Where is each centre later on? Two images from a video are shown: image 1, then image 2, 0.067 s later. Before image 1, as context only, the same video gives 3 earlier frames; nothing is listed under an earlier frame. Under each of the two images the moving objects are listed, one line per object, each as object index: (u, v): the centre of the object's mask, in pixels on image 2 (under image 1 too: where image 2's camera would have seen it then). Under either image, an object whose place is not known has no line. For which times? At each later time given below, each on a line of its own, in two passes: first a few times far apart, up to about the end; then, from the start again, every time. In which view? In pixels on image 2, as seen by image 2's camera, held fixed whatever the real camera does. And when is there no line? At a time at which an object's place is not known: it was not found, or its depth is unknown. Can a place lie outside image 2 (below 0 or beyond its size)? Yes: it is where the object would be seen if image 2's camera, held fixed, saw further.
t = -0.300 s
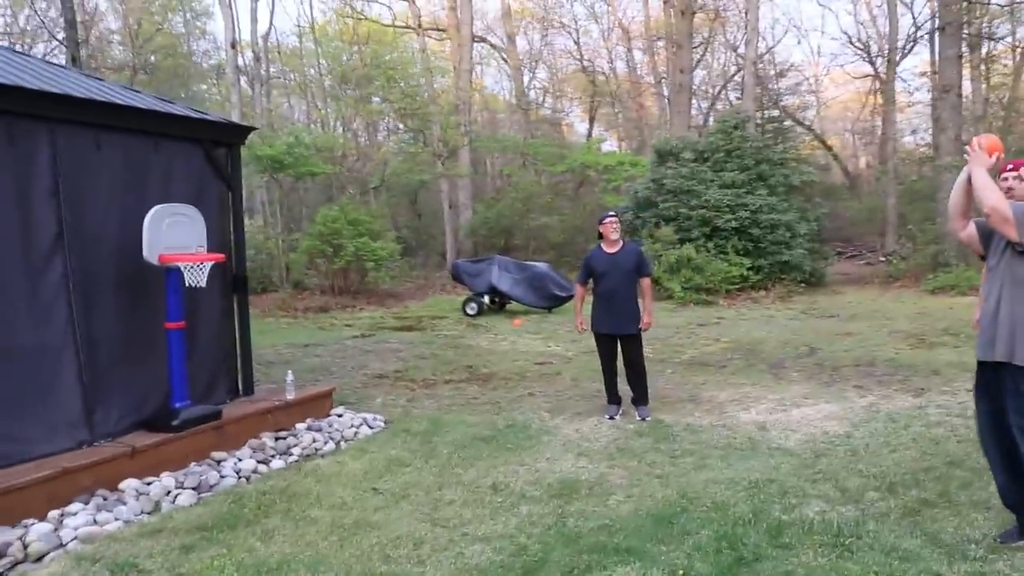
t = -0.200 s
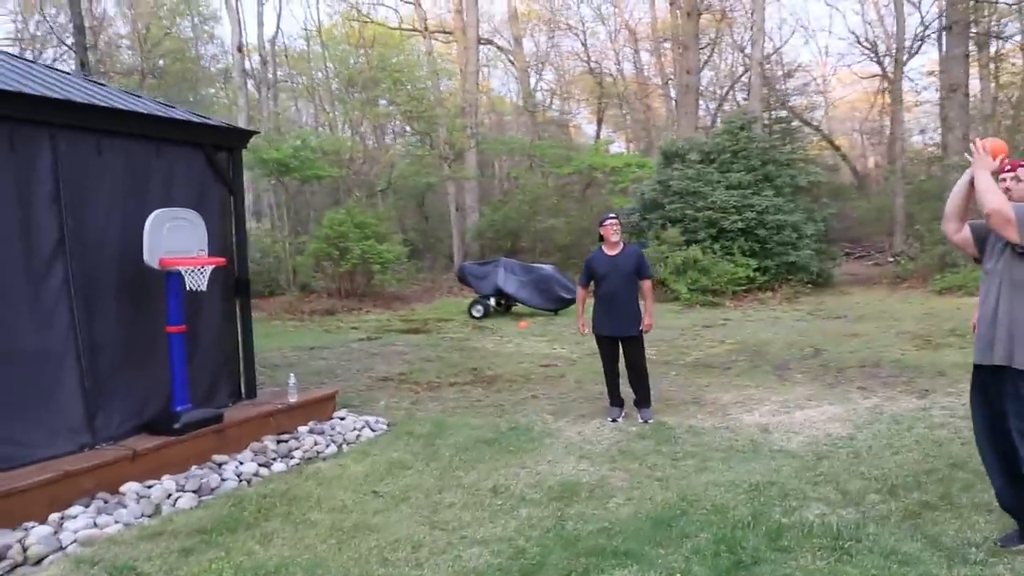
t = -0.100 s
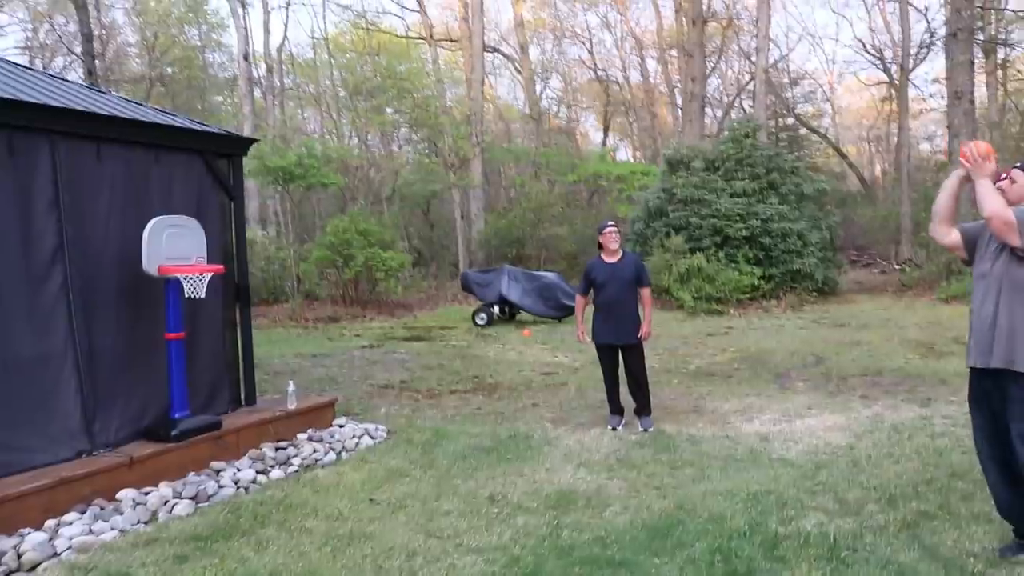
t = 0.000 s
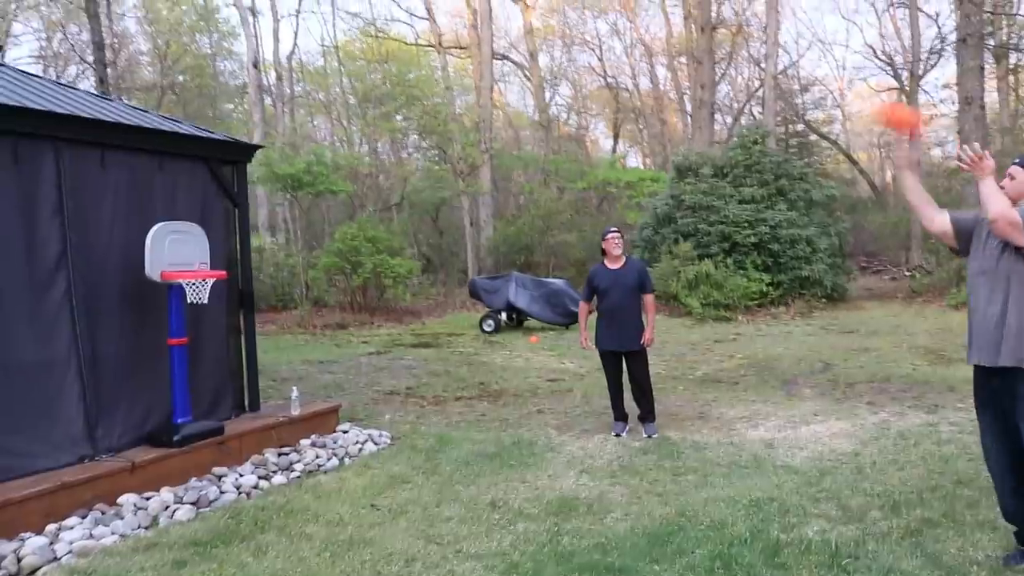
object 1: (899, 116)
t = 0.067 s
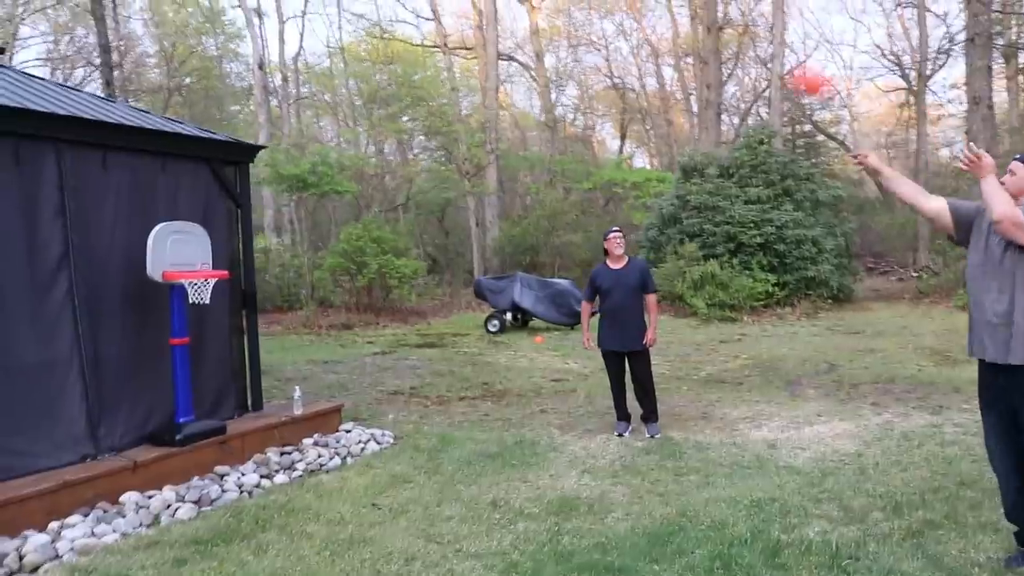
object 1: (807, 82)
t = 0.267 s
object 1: (568, 41)
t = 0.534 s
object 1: (332, 104)
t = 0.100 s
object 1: (770, 69)
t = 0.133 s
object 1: (722, 57)
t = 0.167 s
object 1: (686, 51)
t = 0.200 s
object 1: (644, 48)
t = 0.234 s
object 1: (601, 42)
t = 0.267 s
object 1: (568, 41)
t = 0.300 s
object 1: (535, 43)
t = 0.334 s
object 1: (498, 47)
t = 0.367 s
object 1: (470, 49)
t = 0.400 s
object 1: (440, 60)
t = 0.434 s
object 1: (411, 68)
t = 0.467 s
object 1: (384, 79)
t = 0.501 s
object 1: (356, 91)
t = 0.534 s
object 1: (332, 104)
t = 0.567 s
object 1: (307, 119)
